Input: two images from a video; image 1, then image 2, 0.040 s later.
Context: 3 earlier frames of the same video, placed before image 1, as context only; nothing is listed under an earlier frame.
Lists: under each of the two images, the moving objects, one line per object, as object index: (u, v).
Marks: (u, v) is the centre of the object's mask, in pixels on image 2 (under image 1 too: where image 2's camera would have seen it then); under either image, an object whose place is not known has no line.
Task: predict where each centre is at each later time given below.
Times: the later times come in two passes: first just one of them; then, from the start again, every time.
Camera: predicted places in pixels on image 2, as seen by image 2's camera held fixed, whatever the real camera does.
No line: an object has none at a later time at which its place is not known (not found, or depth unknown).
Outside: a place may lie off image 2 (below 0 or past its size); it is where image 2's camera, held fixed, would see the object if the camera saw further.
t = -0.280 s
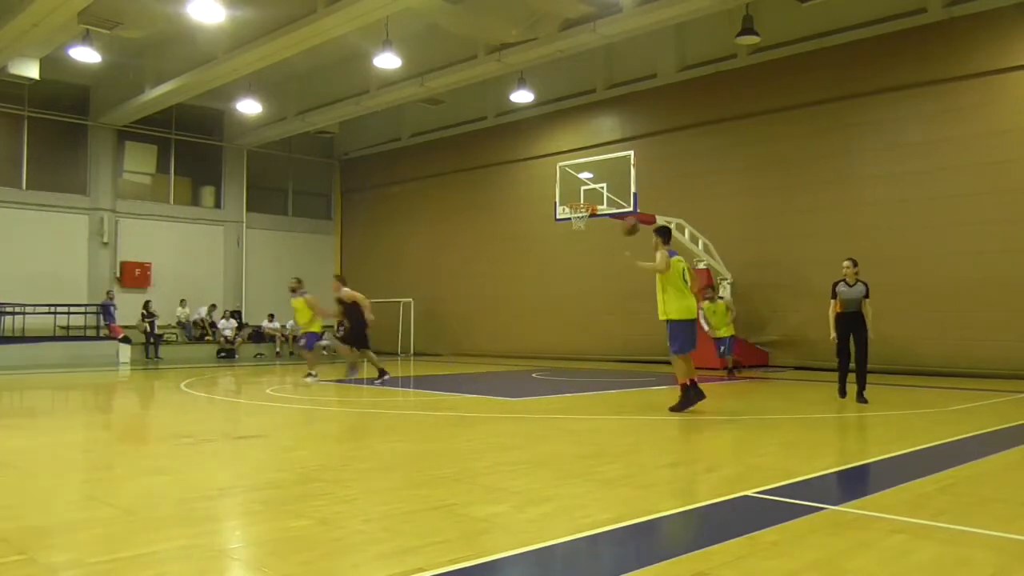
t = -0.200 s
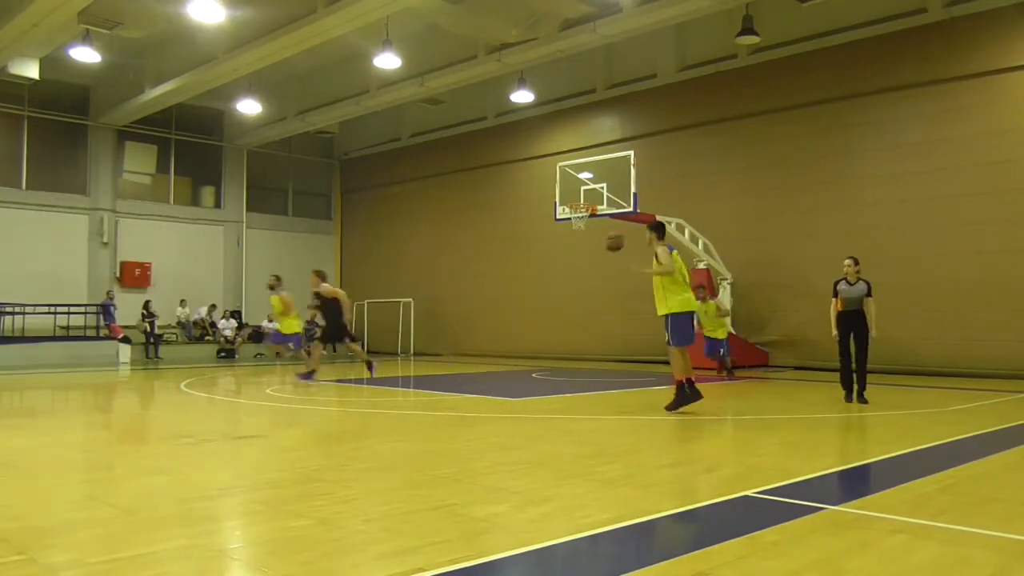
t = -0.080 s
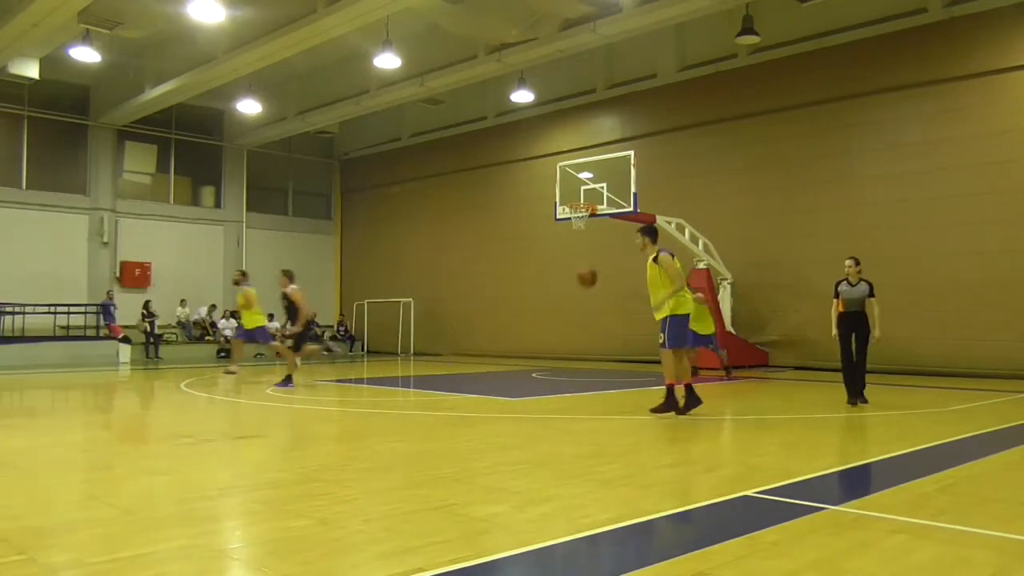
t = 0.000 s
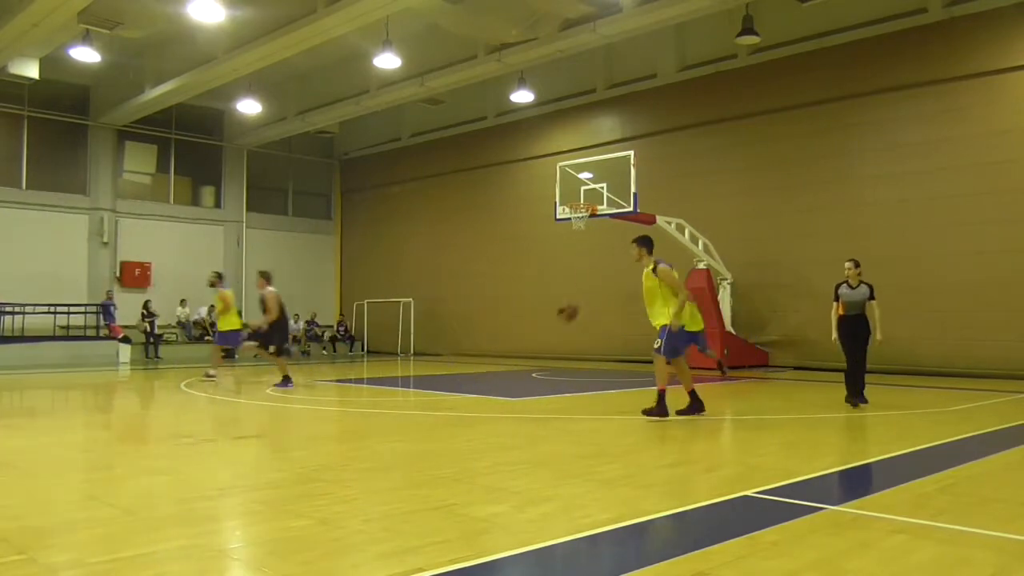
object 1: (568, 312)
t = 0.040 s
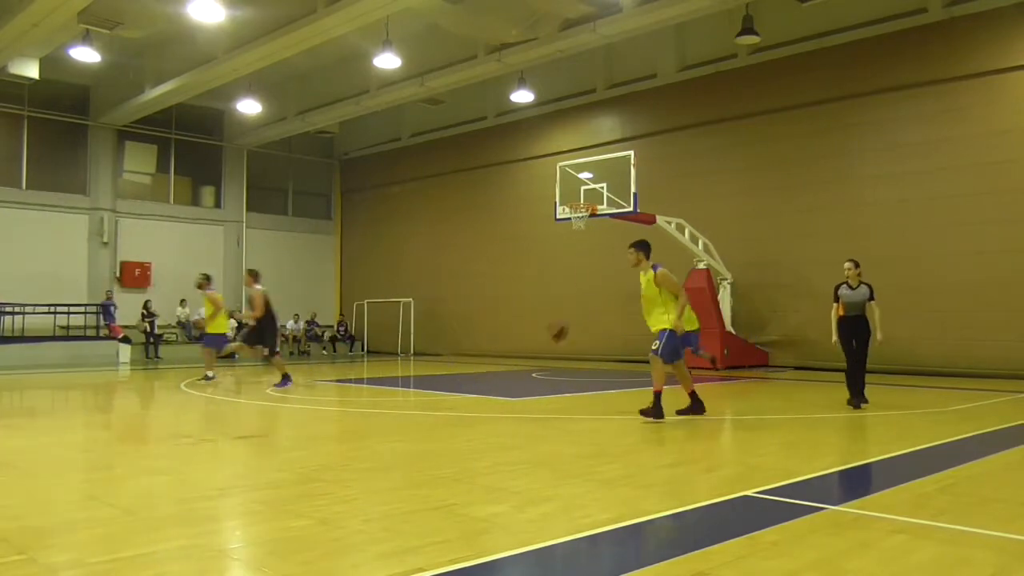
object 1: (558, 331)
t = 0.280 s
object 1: (506, 354)
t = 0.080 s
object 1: (547, 352)
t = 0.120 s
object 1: (535, 380)
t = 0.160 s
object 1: (522, 407)
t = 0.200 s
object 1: (517, 394)
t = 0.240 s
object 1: (513, 373)
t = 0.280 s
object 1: (506, 354)
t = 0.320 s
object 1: (504, 335)
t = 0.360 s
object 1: (498, 318)
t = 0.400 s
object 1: (493, 304)
